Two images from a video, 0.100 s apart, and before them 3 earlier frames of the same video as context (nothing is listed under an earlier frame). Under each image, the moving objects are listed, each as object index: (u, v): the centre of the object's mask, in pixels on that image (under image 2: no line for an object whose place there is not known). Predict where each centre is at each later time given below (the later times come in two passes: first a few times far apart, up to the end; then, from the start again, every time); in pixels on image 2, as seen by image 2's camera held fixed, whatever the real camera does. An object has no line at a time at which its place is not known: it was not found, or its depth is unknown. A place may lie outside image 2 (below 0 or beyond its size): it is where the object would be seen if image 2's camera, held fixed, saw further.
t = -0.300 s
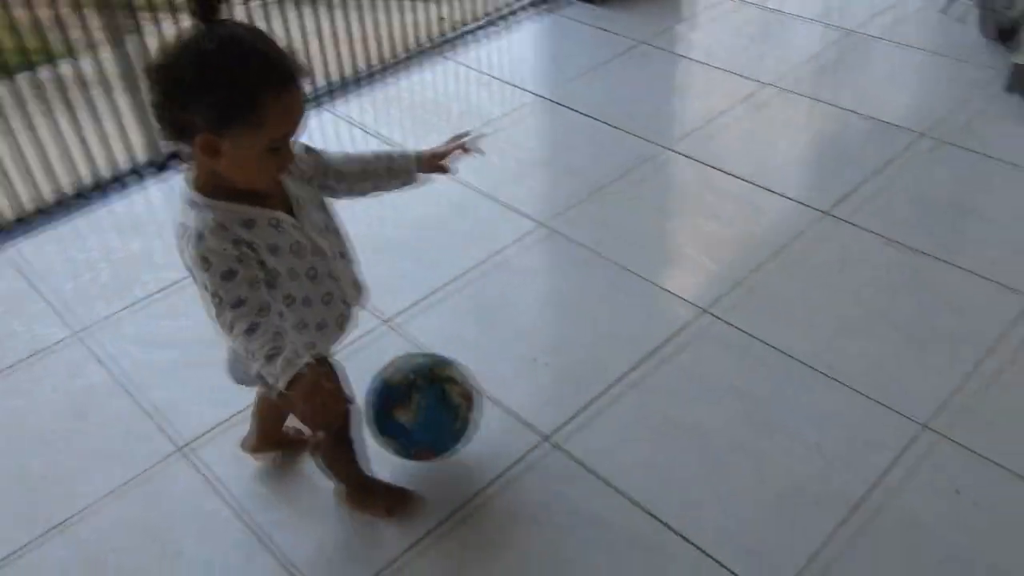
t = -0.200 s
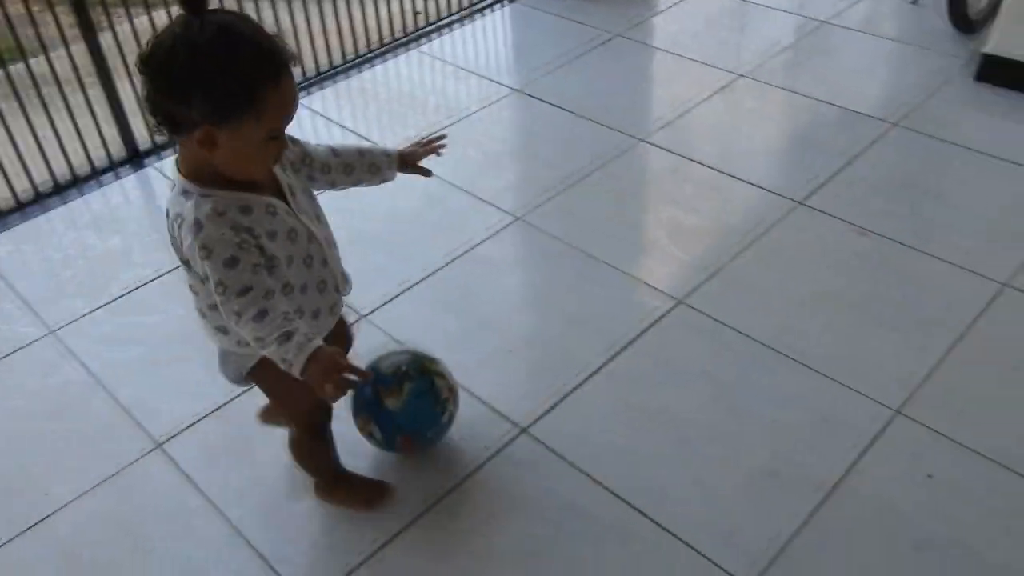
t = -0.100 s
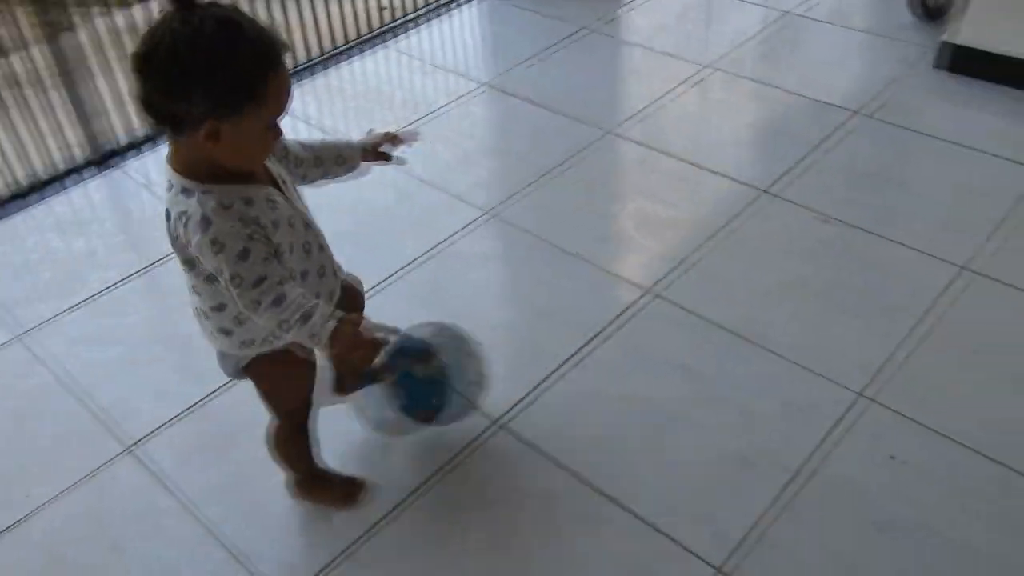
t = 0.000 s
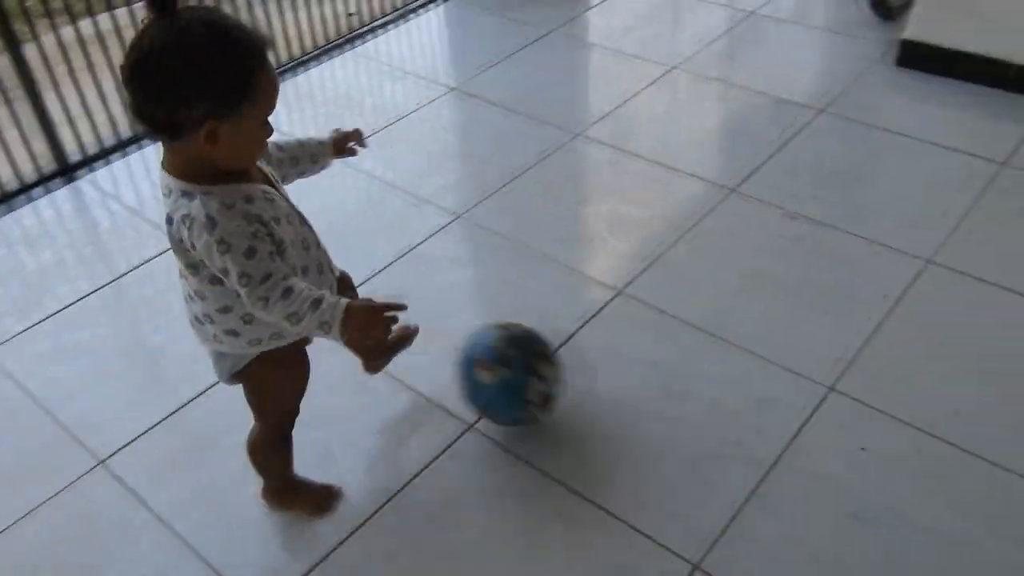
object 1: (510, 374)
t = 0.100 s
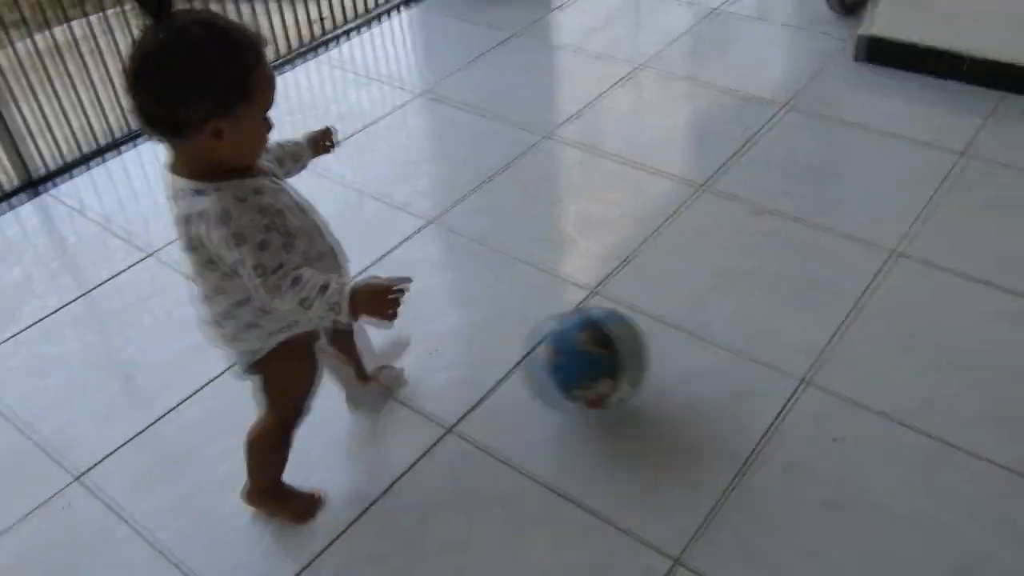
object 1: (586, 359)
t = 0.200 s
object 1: (662, 354)
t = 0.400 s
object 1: (768, 330)
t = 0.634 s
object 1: (882, 307)
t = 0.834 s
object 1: (969, 287)
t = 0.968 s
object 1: (1018, 274)
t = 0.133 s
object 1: (615, 354)
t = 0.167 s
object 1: (632, 353)
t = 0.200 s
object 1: (662, 354)
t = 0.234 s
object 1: (686, 344)
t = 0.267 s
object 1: (706, 339)
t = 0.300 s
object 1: (721, 339)
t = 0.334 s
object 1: (737, 335)
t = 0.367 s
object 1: (754, 332)
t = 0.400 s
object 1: (768, 330)
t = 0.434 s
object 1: (787, 327)
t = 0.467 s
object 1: (807, 323)
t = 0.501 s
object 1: (826, 321)
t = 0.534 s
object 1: (833, 317)
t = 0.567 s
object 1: (850, 315)
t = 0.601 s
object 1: (866, 311)
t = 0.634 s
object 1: (882, 307)
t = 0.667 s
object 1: (900, 303)
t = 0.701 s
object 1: (915, 300)
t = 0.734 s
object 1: (925, 295)
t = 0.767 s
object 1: (939, 293)
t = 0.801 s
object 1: (953, 290)
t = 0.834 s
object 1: (969, 287)
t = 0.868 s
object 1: (983, 283)
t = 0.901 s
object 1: (996, 280)
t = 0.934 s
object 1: (1008, 276)
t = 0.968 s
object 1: (1018, 274)
